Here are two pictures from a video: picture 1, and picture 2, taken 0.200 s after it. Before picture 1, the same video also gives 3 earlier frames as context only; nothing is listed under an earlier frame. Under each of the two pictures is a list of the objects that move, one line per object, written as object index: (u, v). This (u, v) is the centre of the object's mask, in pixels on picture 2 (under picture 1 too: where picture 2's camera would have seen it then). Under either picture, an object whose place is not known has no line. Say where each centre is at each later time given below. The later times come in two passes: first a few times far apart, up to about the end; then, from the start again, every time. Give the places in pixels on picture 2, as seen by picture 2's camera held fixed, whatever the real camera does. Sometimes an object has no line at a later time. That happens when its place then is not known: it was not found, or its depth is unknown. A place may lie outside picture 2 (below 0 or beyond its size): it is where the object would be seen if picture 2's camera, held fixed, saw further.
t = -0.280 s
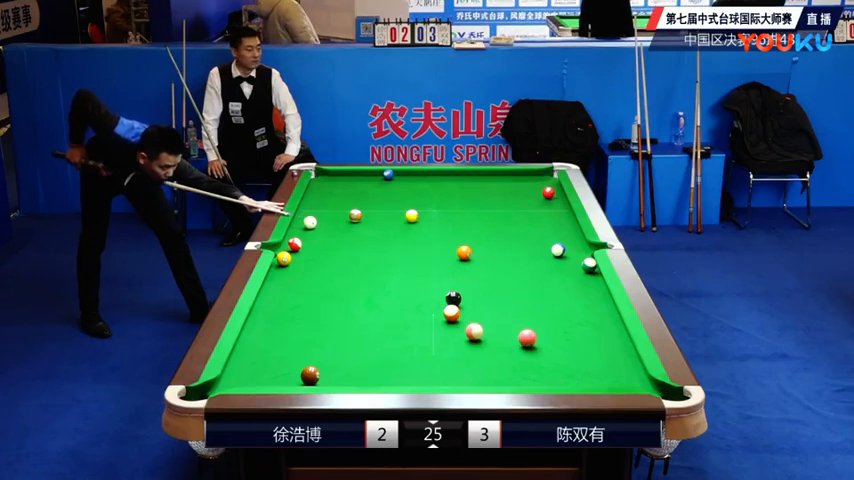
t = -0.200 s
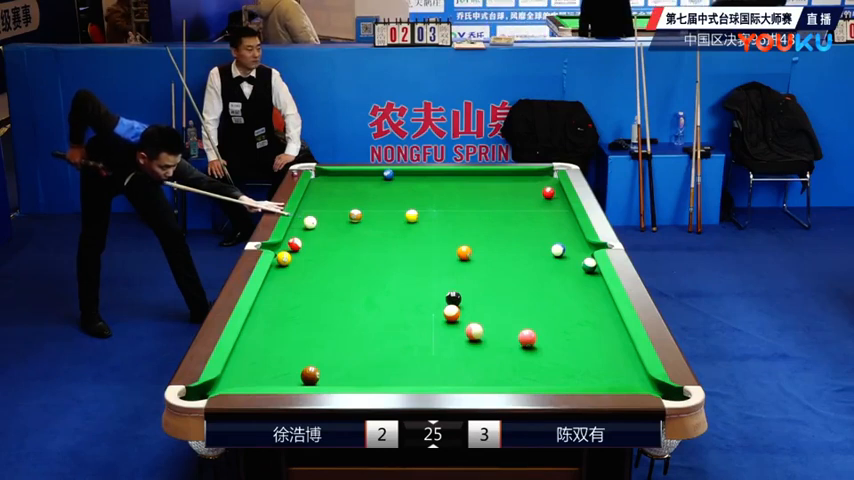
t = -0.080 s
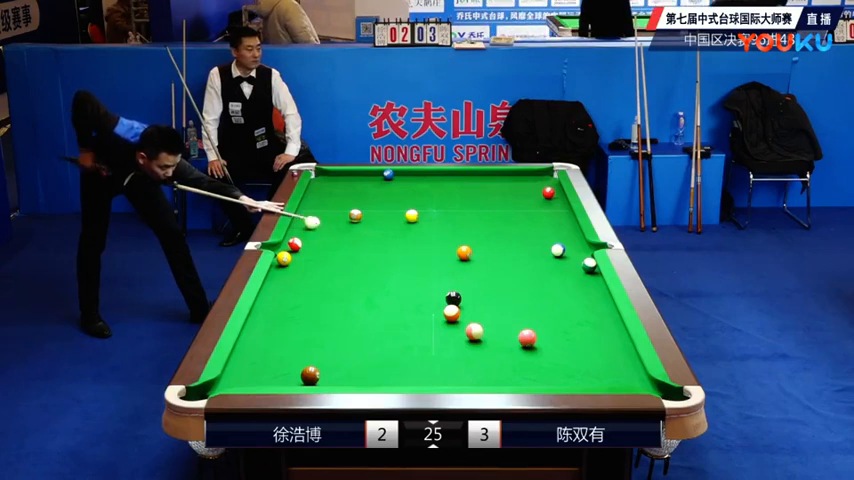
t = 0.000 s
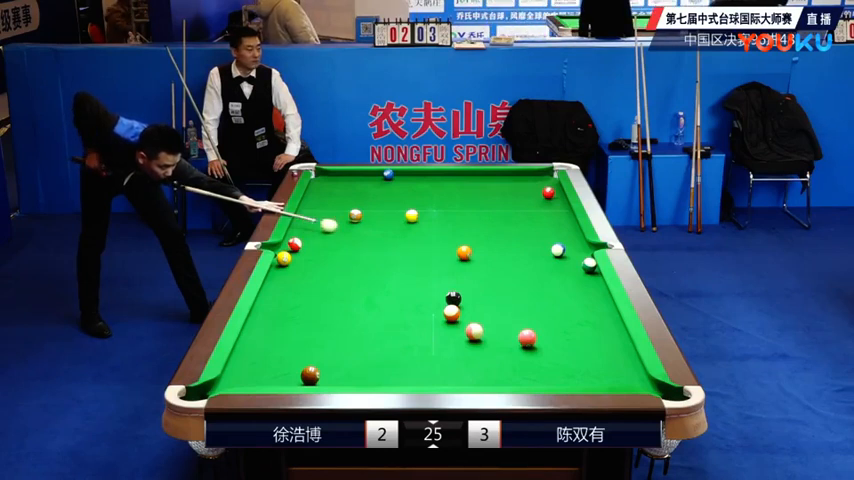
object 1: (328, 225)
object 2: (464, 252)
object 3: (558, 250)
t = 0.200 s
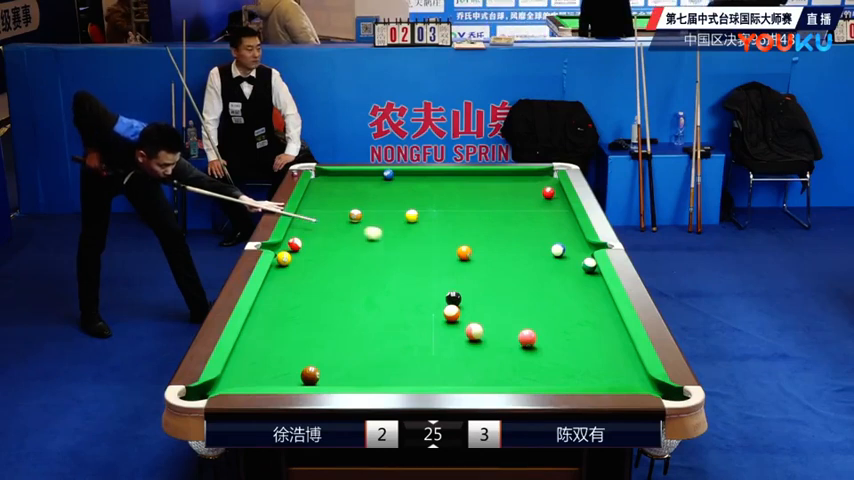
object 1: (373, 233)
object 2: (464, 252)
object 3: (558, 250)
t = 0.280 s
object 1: (391, 236)
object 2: (464, 252)
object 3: (558, 250)
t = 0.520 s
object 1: (447, 245)
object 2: (464, 252)
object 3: (558, 250)
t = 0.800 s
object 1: (501, 247)
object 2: (476, 263)
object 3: (558, 249)
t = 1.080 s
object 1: (547, 246)
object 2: (490, 274)
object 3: (560, 250)
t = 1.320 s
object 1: (568, 241)
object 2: (502, 283)
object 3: (579, 254)
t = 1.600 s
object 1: (570, 237)
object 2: (516, 295)
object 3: (579, 256)
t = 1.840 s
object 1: (557, 234)
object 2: (529, 305)
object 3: (571, 259)
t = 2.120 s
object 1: (544, 230)
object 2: (543, 316)
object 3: (563, 260)
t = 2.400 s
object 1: (532, 227)
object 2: (557, 328)
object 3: (554, 262)
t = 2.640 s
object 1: (523, 225)
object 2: (570, 337)
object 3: (550, 263)
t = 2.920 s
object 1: (514, 223)
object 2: (584, 348)
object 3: (544, 264)
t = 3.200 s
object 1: (505, 221)
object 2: (598, 359)
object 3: (540, 265)
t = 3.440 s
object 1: (499, 219)
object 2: (609, 368)
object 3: (537, 265)
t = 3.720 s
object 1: (494, 218)
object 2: (622, 377)
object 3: (536, 265)
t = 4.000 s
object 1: (490, 217)
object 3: (535, 265)
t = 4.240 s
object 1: (487, 216)
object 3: (535, 265)
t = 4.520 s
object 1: (485, 216)
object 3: (535, 265)
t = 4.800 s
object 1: (483, 215)
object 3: (535, 265)
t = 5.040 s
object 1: (483, 215)
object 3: (535, 265)
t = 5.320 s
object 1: (483, 215)
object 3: (535, 266)
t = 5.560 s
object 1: (483, 215)
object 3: (535, 266)
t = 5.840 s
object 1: (483, 215)
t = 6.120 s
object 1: (483, 215)
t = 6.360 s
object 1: (483, 215)
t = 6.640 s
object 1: (483, 215)
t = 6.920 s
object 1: (483, 215)
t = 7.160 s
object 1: (483, 215)
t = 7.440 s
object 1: (483, 215)
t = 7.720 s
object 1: (483, 215)
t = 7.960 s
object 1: (483, 215)
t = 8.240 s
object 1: (483, 215)
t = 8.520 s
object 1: (483, 215)
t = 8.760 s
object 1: (483, 215)
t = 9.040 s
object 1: (483, 215)
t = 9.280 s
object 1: (483, 215)
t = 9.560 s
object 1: (483, 215)
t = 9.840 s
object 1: (483, 215)
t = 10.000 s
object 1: (483, 215)
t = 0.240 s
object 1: (381, 235)
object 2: (464, 252)
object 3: (558, 250)
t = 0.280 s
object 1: (391, 236)
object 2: (464, 252)
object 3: (558, 250)
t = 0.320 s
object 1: (400, 238)
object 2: (464, 252)
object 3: (558, 250)
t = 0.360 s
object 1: (409, 239)
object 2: (464, 252)
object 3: (558, 250)
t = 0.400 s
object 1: (418, 241)
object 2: (464, 252)
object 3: (558, 250)
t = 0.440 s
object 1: (428, 243)
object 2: (464, 252)
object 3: (558, 250)
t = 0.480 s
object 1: (437, 244)
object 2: (464, 252)
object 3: (558, 250)
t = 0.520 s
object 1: (447, 245)
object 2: (464, 252)
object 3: (558, 250)
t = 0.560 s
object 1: (454, 246)
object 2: (465, 253)
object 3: (558, 250)
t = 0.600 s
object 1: (464, 245)
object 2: (466, 254)
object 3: (558, 250)
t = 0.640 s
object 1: (472, 246)
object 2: (468, 256)
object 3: (558, 250)
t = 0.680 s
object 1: (479, 247)
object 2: (470, 258)
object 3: (558, 250)
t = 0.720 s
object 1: (486, 247)
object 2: (472, 259)
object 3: (558, 250)
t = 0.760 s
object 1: (493, 247)
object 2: (474, 261)
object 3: (558, 249)
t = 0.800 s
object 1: (501, 247)
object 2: (476, 263)
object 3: (558, 249)
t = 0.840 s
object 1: (508, 247)
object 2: (478, 264)
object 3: (558, 250)
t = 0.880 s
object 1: (515, 247)
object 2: (480, 266)
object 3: (558, 249)
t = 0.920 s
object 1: (522, 247)
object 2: (482, 267)
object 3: (558, 249)
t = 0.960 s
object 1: (529, 247)
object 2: (484, 269)
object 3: (558, 249)
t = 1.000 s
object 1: (536, 247)
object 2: (486, 271)
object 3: (558, 249)
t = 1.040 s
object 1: (543, 247)
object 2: (488, 272)
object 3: (558, 250)
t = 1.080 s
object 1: (547, 246)
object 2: (490, 274)
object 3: (560, 250)
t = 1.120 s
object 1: (551, 245)
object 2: (492, 275)
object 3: (564, 251)
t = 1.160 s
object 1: (554, 244)
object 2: (494, 277)
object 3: (568, 251)
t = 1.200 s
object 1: (558, 244)
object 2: (496, 279)
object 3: (570, 252)
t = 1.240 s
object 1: (561, 243)
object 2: (498, 280)
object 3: (573, 253)
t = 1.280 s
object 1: (565, 242)
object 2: (500, 281)
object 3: (577, 254)
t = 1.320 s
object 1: (568, 241)
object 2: (502, 283)
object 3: (579, 254)
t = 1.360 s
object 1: (571, 241)
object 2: (504, 285)
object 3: (582, 253)
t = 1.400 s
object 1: (575, 240)
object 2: (506, 286)
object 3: (584, 254)
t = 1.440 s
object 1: (577, 239)
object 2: (508, 288)
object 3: (585, 254)
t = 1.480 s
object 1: (577, 238)
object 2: (510, 290)
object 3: (584, 254)
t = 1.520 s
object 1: (574, 238)
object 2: (512, 292)
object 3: (582, 255)
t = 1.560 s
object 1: (572, 237)
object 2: (514, 293)
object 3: (580, 256)
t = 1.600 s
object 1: (570, 237)
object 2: (516, 295)
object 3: (579, 256)
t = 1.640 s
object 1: (568, 236)
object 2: (518, 296)
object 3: (578, 257)
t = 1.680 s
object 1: (566, 236)
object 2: (520, 298)
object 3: (577, 257)
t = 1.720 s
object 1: (563, 235)
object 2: (522, 300)
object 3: (575, 258)
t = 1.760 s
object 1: (561, 235)
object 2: (525, 301)
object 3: (575, 258)
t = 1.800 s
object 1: (559, 234)
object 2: (527, 303)
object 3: (573, 259)
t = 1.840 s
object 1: (557, 234)
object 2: (529, 305)
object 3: (571, 259)
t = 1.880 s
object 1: (555, 233)
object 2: (531, 306)
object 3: (570, 259)
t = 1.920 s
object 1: (553, 233)
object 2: (533, 308)
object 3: (569, 259)
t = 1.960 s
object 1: (551, 232)
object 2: (535, 309)
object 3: (567, 259)
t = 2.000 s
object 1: (550, 232)
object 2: (537, 311)
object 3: (566, 259)
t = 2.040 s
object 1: (547, 231)
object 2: (539, 313)
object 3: (565, 260)
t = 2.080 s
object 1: (546, 231)
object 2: (541, 314)
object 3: (564, 260)
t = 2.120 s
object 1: (544, 230)
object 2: (543, 316)
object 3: (563, 260)
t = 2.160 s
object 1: (542, 230)
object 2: (545, 318)
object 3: (562, 260)
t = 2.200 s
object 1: (540, 229)
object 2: (547, 319)
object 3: (560, 261)
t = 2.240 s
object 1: (538, 229)
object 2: (549, 321)
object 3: (559, 261)
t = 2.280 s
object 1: (537, 229)
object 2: (551, 323)
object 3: (558, 261)
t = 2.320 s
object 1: (535, 228)
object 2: (553, 324)
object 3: (556, 261)
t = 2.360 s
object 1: (534, 228)
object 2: (555, 326)
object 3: (555, 262)
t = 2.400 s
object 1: (532, 227)
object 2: (557, 328)
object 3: (554, 262)
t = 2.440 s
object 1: (530, 227)
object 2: (560, 329)
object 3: (553, 263)
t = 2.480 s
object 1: (529, 226)
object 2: (562, 331)
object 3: (553, 263)
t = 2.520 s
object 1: (527, 226)
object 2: (563, 332)
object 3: (552, 263)
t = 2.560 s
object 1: (526, 226)
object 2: (566, 334)
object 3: (551, 263)
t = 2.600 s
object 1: (524, 225)
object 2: (568, 336)
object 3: (550, 263)
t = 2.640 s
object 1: (523, 225)
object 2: (570, 337)
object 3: (550, 263)
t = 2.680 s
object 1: (521, 225)
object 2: (572, 339)
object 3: (549, 263)
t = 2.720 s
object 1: (520, 224)
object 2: (574, 341)
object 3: (548, 263)
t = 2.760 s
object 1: (519, 224)
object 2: (576, 342)
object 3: (547, 264)
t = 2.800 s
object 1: (517, 224)
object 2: (578, 344)
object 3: (547, 264)
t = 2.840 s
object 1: (516, 223)
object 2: (580, 345)
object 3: (546, 264)
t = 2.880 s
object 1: (515, 223)
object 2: (582, 347)
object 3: (545, 264)
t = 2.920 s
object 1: (514, 223)
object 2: (584, 348)
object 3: (544, 264)
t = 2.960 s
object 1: (512, 222)
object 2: (586, 350)
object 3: (544, 264)
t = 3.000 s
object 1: (511, 222)
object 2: (588, 352)
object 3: (543, 264)
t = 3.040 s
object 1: (510, 222)
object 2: (590, 353)
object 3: (542, 264)
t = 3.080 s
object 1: (509, 222)
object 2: (592, 354)
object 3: (542, 264)
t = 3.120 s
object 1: (507, 221)
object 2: (594, 356)
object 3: (541, 264)
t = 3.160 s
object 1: (506, 221)
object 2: (596, 358)
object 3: (541, 264)
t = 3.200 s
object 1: (505, 221)
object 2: (598, 359)
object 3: (540, 265)
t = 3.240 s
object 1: (504, 220)
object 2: (600, 361)
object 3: (539, 265)
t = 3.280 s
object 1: (503, 220)
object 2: (602, 362)
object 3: (539, 265)
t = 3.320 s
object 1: (502, 220)
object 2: (604, 364)
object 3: (539, 265)
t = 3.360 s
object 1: (501, 220)
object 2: (606, 365)
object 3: (538, 265)
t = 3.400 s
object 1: (500, 220)
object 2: (607, 367)
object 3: (538, 265)
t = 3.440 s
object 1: (499, 219)
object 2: (609, 368)
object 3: (537, 265)
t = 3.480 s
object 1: (499, 219)
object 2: (611, 370)
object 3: (537, 265)
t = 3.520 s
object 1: (498, 219)
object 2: (613, 372)
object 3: (537, 265)
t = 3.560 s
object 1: (497, 219)
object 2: (615, 372)
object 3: (537, 265)
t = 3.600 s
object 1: (496, 219)
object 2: (617, 374)
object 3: (537, 265)
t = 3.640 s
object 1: (495, 218)
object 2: (619, 375)
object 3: (536, 265)
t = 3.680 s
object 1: (495, 218)
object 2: (620, 376)
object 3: (536, 265)
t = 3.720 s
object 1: (494, 218)
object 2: (622, 377)
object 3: (536, 265)
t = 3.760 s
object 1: (493, 218)
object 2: (624, 378)
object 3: (536, 265)
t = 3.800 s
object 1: (493, 218)
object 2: (625, 379)
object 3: (536, 265)
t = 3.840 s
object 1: (492, 217)
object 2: (627, 380)
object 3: (536, 265)
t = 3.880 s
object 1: (491, 217)
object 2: (629, 381)
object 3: (535, 265)
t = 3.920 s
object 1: (491, 217)
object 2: (631, 382)
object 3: (535, 265)
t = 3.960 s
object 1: (490, 217)
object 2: (633, 382)
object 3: (535, 265)
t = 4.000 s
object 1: (490, 217)
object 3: (535, 265)
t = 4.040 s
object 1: (489, 217)
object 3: (535, 265)
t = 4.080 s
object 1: (489, 216)
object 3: (535, 265)
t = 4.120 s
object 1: (488, 216)
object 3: (535, 265)
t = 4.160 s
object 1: (488, 216)
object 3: (535, 265)
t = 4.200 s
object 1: (487, 216)
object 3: (535, 265)
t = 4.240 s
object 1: (487, 216)
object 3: (535, 265)
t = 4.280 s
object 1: (486, 216)
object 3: (535, 265)
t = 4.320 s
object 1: (486, 216)
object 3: (535, 265)
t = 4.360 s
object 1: (486, 216)
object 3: (535, 265)
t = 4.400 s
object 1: (485, 216)
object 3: (535, 265)
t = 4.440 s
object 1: (485, 216)
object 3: (535, 265)
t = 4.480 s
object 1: (485, 216)
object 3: (535, 265)
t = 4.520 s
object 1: (485, 216)
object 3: (535, 265)
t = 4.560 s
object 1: (484, 216)
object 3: (535, 265)
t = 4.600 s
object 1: (484, 216)
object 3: (535, 265)
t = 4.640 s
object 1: (484, 216)
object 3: (535, 265)
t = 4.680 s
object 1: (483, 216)
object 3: (535, 265)
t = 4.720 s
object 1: (483, 215)
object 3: (535, 265)
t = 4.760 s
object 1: (483, 215)
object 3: (535, 265)
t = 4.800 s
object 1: (483, 215)
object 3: (535, 265)
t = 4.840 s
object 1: (483, 215)
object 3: (535, 265)
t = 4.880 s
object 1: (483, 215)
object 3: (535, 265)
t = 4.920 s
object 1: (483, 215)
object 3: (535, 265)
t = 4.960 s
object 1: (483, 215)
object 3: (535, 265)
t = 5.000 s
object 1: (483, 215)
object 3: (535, 265)
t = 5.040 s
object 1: (483, 215)
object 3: (535, 265)
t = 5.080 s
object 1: (483, 215)
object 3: (535, 265)
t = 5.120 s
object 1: (483, 215)
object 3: (535, 265)
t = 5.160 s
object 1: (483, 215)
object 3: (535, 265)
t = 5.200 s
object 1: (483, 215)
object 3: (535, 265)
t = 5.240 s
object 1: (483, 215)
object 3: (535, 265)
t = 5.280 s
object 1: (483, 215)
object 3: (535, 266)
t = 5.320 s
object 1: (483, 215)
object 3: (535, 266)
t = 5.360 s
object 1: (483, 215)
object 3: (535, 266)
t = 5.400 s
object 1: (483, 215)
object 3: (535, 266)
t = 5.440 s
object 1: (483, 215)
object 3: (535, 266)
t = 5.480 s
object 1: (483, 215)
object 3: (535, 266)
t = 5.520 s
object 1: (483, 215)
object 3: (535, 266)
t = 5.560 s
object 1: (483, 215)
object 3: (535, 266)
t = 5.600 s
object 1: (483, 215)
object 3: (535, 266)
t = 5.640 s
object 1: (483, 215)
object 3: (535, 266)
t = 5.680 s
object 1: (483, 215)
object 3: (535, 266)
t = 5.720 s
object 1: (483, 215)
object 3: (535, 266)
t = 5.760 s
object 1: (483, 215)
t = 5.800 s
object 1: (483, 215)
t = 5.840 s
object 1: (483, 215)
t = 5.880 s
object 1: (483, 215)
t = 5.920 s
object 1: (483, 215)
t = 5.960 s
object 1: (483, 215)
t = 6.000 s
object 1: (483, 215)
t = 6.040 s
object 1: (483, 215)
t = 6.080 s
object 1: (483, 215)
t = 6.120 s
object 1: (483, 215)
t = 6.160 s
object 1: (483, 215)
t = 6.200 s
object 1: (483, 215)
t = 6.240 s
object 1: (483, 215)
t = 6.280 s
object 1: (483, 215)
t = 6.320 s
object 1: (483, 215)
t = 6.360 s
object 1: (483, 215)
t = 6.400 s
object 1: (483, 215)
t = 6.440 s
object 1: (483, 215)
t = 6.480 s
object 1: (483, 215)
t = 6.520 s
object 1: (483, 215)
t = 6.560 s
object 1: (483, 215)
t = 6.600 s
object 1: (483, 215)
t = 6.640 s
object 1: (483, 215)
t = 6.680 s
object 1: (483, 215)
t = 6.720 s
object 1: (483, 215)
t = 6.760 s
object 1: (483, 215)
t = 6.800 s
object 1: (483, 215)
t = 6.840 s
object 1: (483, 215)
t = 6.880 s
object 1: (483, 215)
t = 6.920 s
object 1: (483, 215)
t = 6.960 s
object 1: (483, 215)
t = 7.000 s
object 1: (483, 215)
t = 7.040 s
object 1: (483, 215)
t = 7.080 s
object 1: (483, 215)
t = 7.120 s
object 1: (483, 215)
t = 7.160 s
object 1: (483, 215)
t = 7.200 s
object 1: (483, 215)
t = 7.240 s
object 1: (483, 215)
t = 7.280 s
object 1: (483, 215)
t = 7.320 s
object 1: (483, 215)
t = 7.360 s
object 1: (483, 215)
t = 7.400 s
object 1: (483, 215)
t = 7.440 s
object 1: (483, 215)
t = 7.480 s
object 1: (483, 215)
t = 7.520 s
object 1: (483, 215)
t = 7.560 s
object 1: (483, 215)
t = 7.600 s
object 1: (483, 215)
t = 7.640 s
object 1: (483, 215)
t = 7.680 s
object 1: (483, 215)
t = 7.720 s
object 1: (483, 215)
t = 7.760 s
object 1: (483, 215)
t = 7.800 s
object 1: (483, 215)
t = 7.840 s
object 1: (483, 215)
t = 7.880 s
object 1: (483, 215)
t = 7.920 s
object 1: (483, 215)
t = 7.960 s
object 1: (483, 215)
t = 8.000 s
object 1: (483, 215)
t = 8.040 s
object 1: (483, 215)
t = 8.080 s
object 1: (483, 215)
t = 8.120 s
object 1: (483, 215)
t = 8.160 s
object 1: (483, 215)
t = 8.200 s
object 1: (483, 215)
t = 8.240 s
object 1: (483, 215)
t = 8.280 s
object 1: (483, 215)
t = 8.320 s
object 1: (483, 215)
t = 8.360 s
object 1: (483, 215)
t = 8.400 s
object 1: (483, 215)
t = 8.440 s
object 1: (483, 215)
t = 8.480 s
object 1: (483, 215)
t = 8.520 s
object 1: (483, 215)
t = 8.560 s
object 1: (483, 215)
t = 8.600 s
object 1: (483, 215)
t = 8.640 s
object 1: (483, 215)
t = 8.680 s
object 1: (483, 215)
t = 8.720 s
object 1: (483, 215)
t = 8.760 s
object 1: (483, 215)
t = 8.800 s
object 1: (483, 215)
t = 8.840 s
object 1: (483, 215)
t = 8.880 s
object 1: (483, 215)
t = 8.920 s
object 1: (483, 215)
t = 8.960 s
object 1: (483, 215)
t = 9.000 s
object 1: (483, 215)
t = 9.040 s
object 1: (483, 215)
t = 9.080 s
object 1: (483, 215)
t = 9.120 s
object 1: (483, 215)
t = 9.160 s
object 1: (483, 215)
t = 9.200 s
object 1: (483, 215)
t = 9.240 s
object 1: (483, 215)
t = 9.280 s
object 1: (483, 215)
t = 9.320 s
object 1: (483, 215)
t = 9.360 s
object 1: (483, 215)
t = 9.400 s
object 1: (483, 215)
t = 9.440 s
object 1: (483, 215)
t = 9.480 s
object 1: (483, 215)
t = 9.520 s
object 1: (483, 215)
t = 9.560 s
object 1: (483, 215)
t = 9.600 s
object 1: (483, 215)
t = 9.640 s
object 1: (483, 215)
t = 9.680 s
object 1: (483, 215)
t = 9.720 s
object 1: (483, 215)
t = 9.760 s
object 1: (483, 215)
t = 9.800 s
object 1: (483, 215)
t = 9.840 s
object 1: (483, 215)
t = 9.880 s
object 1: (483, 215)
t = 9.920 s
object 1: (483, 215)
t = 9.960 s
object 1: (483, 215)
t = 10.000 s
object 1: (483, 215)
